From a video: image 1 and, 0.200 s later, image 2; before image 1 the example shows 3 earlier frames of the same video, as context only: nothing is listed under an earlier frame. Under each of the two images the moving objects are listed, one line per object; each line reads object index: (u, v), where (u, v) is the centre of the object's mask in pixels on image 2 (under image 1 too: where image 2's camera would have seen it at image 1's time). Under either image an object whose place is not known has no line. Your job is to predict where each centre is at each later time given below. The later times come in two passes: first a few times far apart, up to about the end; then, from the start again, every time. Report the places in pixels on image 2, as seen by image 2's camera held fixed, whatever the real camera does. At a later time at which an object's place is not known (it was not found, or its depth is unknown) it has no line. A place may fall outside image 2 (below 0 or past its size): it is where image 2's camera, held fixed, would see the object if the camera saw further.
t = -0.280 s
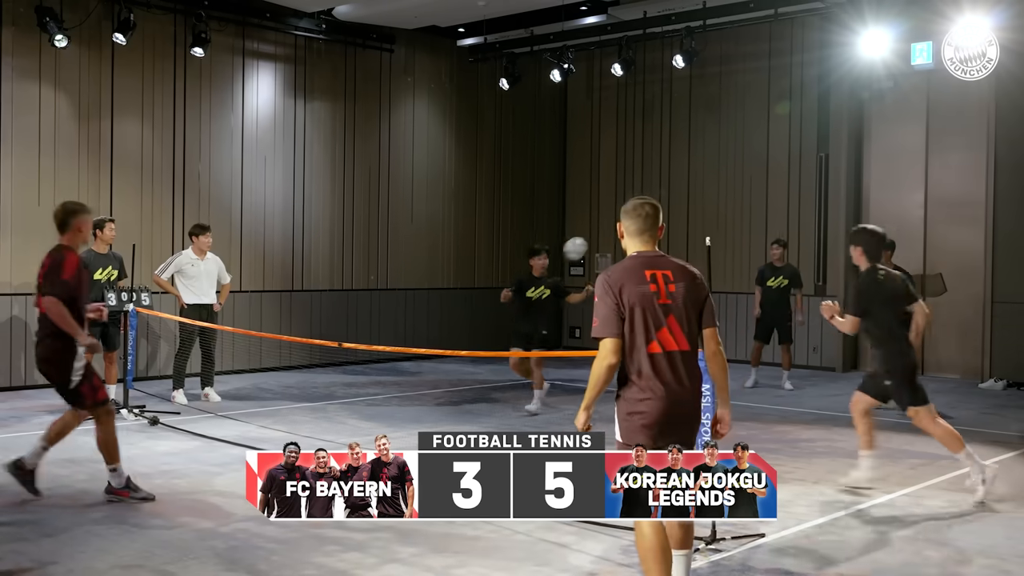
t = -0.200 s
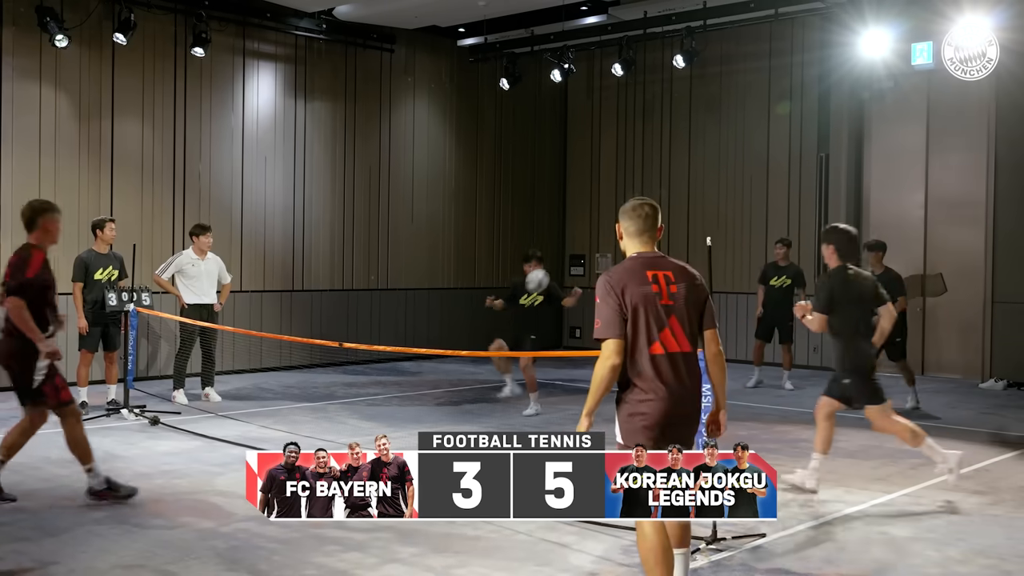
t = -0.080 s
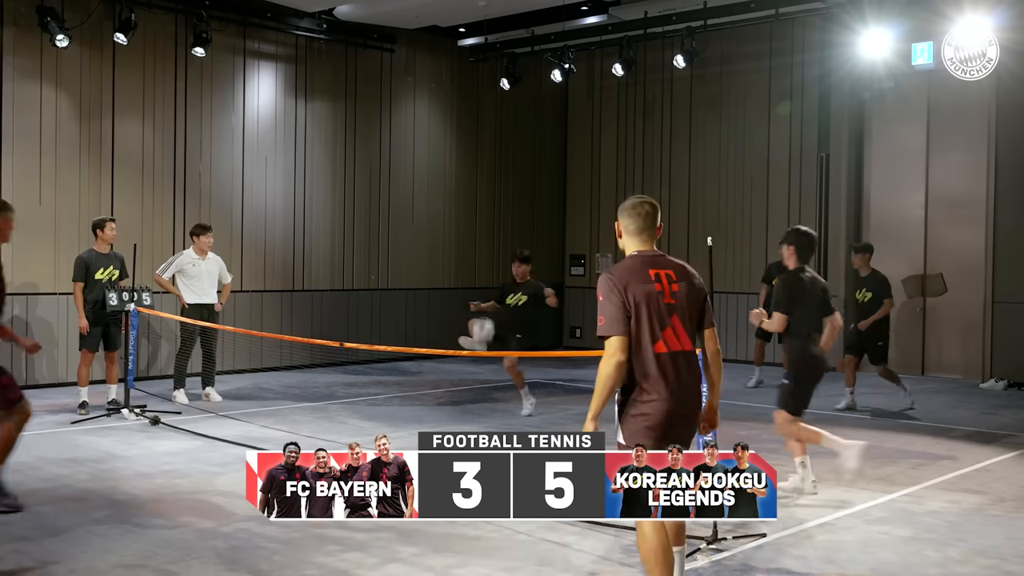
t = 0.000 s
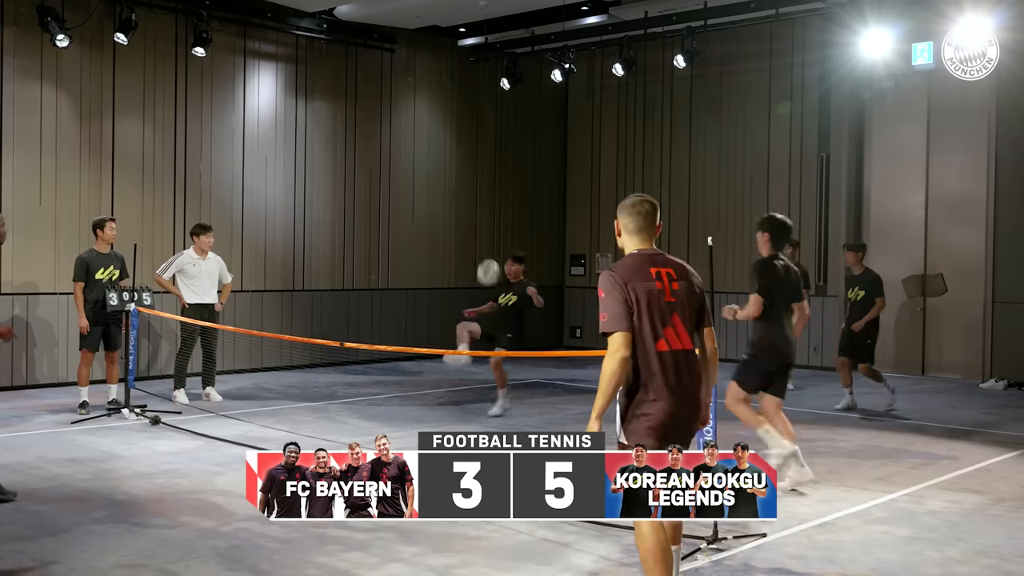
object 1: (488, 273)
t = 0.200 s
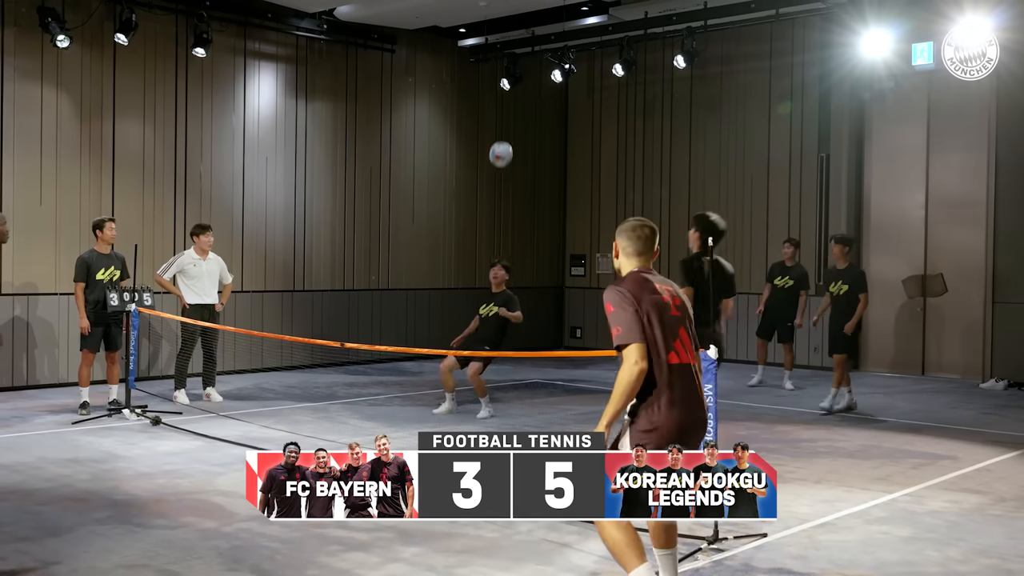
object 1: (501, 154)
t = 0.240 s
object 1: (503, 135)
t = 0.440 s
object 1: (517, 65)
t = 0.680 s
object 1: (533, 39)
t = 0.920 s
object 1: (549, 84)
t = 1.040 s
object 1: (556, 137)
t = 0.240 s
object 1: (503, 135)
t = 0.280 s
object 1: (506, 118)
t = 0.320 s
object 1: (508, 102)
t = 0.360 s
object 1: (511, 88)
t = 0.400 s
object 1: (514, 75)
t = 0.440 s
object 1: (517, 65)
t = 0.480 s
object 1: (519, 56)
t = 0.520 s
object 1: (522, 49)
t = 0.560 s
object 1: (525, 44)
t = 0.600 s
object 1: (527, 40)
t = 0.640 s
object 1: (530, 39)
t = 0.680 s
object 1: (533, 39)
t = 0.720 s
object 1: (535, 41)
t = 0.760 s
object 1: (538, 46)
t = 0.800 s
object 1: (541, 52)
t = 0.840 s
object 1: (543, 61)
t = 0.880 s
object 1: (546, 72)
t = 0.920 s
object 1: (549, 84)
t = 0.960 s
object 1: (551, 100)
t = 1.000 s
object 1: (554, 117)
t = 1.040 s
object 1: (556, 137)
